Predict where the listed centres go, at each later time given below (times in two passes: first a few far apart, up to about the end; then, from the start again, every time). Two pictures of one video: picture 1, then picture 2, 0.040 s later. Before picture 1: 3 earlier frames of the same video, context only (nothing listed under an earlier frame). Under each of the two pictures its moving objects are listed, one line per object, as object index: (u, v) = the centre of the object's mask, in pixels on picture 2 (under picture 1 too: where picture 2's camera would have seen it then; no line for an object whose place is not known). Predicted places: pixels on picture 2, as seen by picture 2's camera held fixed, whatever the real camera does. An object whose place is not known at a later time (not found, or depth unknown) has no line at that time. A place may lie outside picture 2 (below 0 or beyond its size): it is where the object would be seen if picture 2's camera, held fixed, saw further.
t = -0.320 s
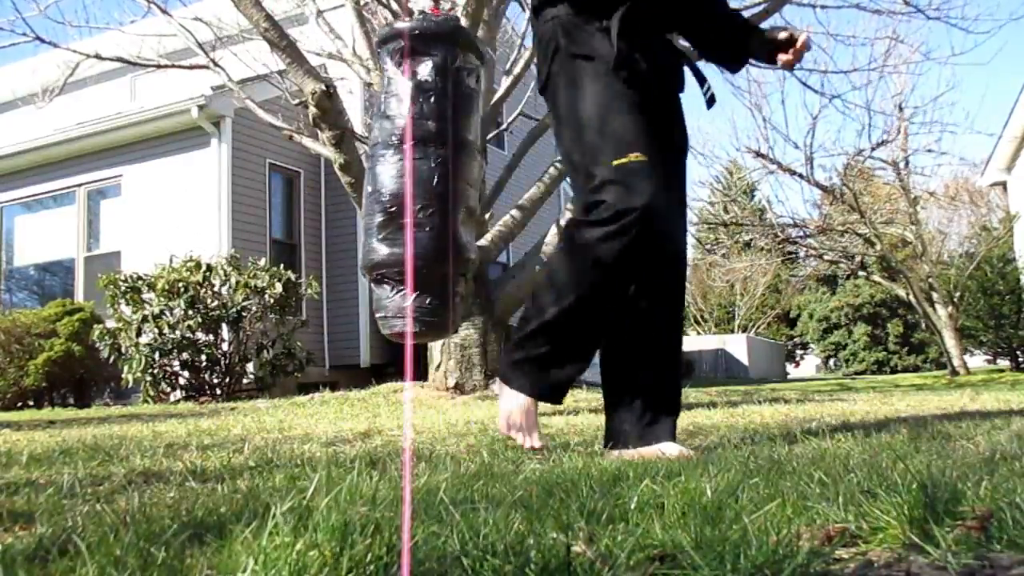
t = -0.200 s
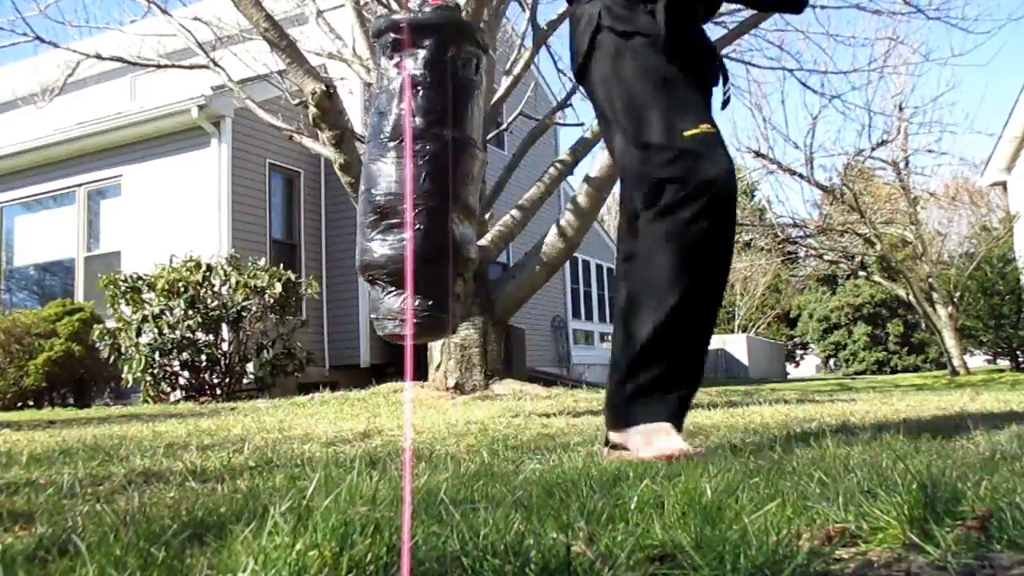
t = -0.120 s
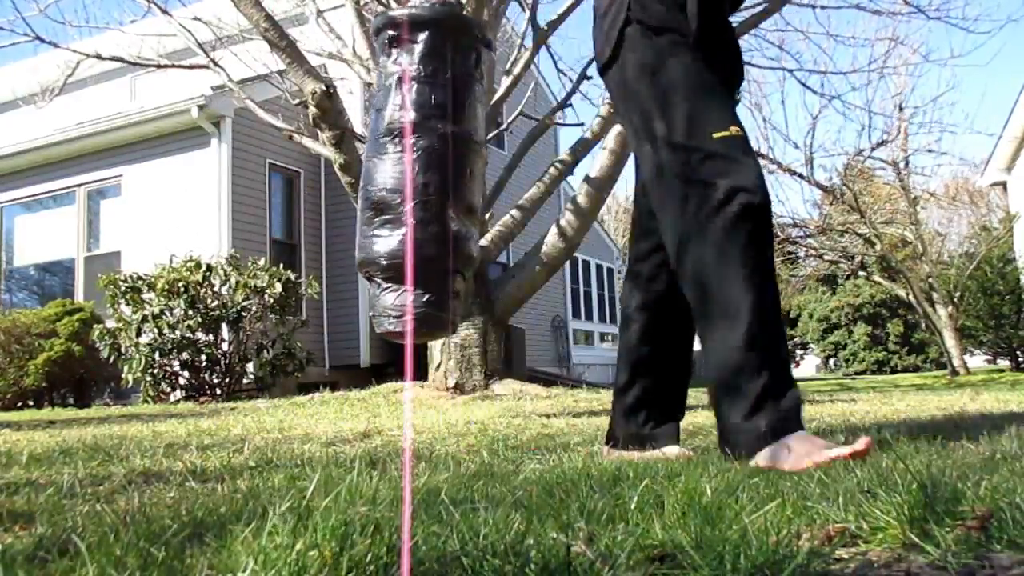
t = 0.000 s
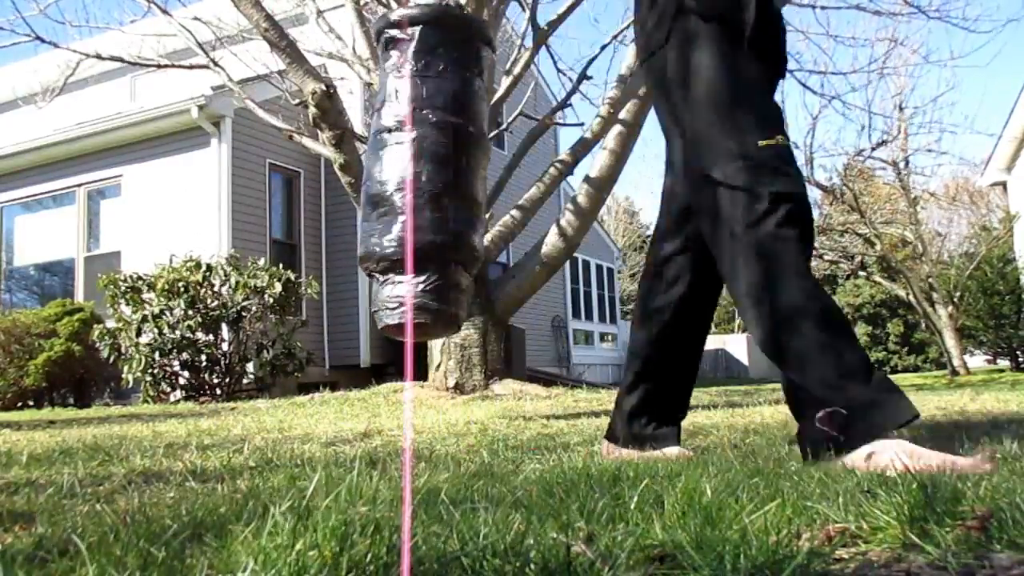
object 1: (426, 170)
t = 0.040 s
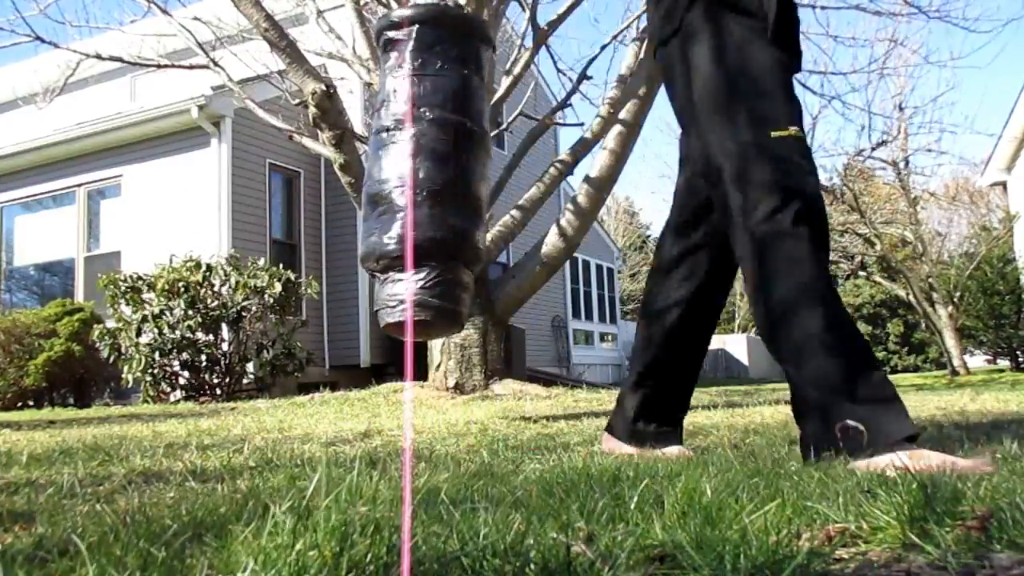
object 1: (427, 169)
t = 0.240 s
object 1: (439, 163)
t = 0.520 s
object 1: (466, 163)
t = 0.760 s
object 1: (489, 161)
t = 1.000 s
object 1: (508, 170)
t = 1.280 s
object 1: (509, 171)
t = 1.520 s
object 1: (499, 181)
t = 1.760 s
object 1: (480, 181)
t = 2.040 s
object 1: (459, 182)
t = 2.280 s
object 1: (439, 180)
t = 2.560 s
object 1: (428, 178)
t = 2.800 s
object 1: (429, 176)
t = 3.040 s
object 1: (441, 169)
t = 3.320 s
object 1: (465, 165)
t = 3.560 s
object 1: (492, 162)
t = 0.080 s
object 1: (428, 168)
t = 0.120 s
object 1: (430, 166)
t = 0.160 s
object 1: (433, 165)
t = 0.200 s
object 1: (436, 163)
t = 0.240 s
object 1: (439, 163)
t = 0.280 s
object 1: (443, 162)
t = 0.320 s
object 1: (447, 161)
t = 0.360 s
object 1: (451, 162)
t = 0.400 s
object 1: (456, 162)
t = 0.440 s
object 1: (459, 162)
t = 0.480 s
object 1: (463, 163)
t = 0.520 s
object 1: (466, 163)
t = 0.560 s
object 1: (469, 162)
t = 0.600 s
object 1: (476, 163)
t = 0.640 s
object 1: (480, 164)
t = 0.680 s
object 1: (482, 162)
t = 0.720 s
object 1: (486, 161)
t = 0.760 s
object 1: (489, 161)
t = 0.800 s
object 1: (493, 161)
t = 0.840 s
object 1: (497, 162)
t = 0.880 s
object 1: (499, 163)
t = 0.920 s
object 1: (503, 167)
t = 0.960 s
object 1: (506, 168)
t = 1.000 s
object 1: (508, 170)
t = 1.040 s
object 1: (509, 170)
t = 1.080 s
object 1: (511, 170)
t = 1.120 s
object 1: (511, 170)
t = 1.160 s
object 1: (511, 170)
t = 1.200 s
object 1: (511, 170)
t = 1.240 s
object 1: (510, 171)
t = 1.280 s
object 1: (509, 171)
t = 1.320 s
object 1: (508, 175)
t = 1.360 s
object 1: (505, 177)
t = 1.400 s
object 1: (503, 178)
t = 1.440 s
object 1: (501, 180)
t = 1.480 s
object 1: (502, 181)
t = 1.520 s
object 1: (499, 181)
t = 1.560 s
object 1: (496, 181)
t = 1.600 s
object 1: (493, 181)
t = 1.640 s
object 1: (489, 181)
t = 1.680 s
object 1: (486, 180)
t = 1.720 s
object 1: (483, 181)
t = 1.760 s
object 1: (480, 181)
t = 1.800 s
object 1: (477, 182)
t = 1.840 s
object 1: (473, 183)
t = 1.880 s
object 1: (470, 183)
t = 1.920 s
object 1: (467, 184)
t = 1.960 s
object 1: (463, 185)
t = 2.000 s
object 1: (461, 183)
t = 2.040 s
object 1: (459, 182)
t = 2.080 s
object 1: (457, 181)
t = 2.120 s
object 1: (449, 180)
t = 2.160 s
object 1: (447, 179)
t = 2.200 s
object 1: (444, 179)
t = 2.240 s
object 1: (441, 179)
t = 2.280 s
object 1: (439, 180)
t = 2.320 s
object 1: (437, 180)
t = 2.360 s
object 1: (435, 180)
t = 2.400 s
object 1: (432, 181)
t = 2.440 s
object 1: (431, 181)
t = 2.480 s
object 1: (429, 180)
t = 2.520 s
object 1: (428, 179)
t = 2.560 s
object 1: (428, 178)
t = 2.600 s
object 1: (427, 178)
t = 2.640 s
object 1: (427, 177)
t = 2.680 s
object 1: (427, 177)
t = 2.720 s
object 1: (427, 176)
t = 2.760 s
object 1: (428, 176)
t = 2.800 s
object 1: (429, 176)
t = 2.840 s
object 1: (430, 175)
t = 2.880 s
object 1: (432, 174)
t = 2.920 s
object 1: (433, 173)
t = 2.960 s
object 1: (435, 171)
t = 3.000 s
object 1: (438, 170)
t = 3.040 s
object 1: (441, 169)
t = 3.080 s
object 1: (445, 167)
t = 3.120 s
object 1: (449, 166)
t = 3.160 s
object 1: (453, 165)
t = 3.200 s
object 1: (457, 165)
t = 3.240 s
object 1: (460, 165)
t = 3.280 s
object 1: (463, 165)
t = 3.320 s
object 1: (465, 165)
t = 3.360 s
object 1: (472, 166)
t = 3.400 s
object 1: (476, 165)
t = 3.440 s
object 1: (479, 164)
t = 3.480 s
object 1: (484, 164)
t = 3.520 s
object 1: (488, 163)
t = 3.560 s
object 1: (492, 162)
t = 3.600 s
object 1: (496, 161)
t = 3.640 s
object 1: (500, 161)
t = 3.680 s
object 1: (503, 161)
